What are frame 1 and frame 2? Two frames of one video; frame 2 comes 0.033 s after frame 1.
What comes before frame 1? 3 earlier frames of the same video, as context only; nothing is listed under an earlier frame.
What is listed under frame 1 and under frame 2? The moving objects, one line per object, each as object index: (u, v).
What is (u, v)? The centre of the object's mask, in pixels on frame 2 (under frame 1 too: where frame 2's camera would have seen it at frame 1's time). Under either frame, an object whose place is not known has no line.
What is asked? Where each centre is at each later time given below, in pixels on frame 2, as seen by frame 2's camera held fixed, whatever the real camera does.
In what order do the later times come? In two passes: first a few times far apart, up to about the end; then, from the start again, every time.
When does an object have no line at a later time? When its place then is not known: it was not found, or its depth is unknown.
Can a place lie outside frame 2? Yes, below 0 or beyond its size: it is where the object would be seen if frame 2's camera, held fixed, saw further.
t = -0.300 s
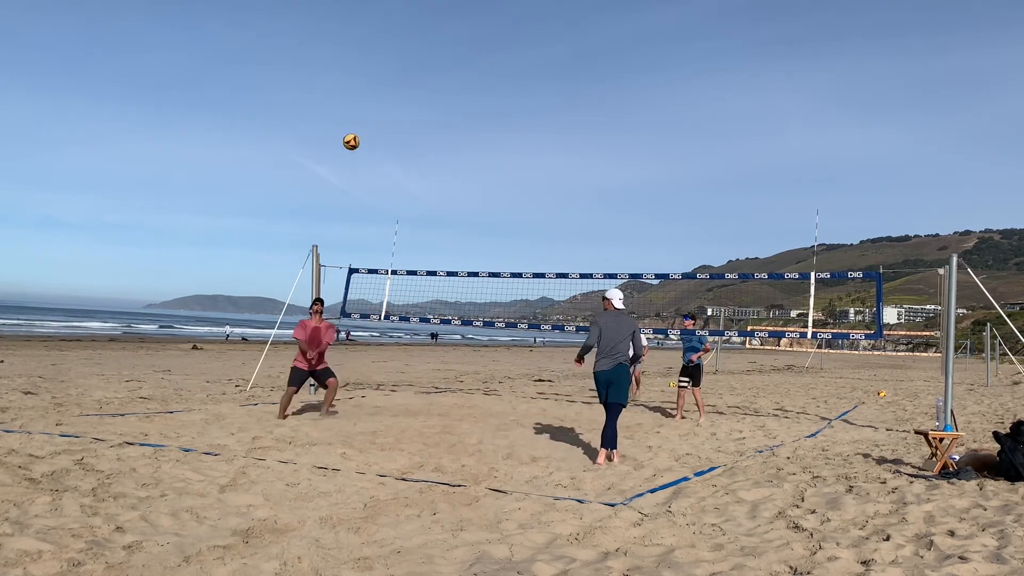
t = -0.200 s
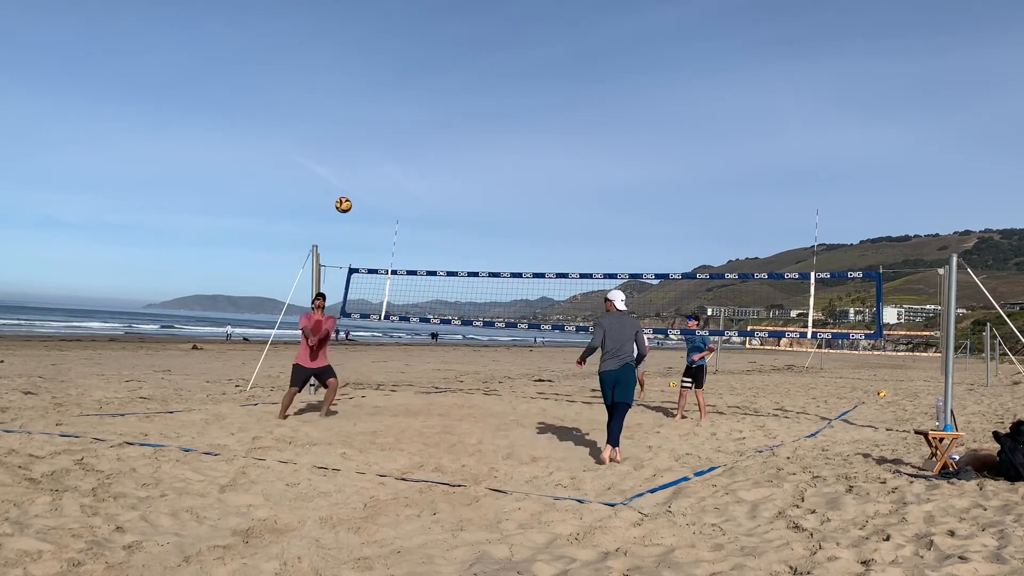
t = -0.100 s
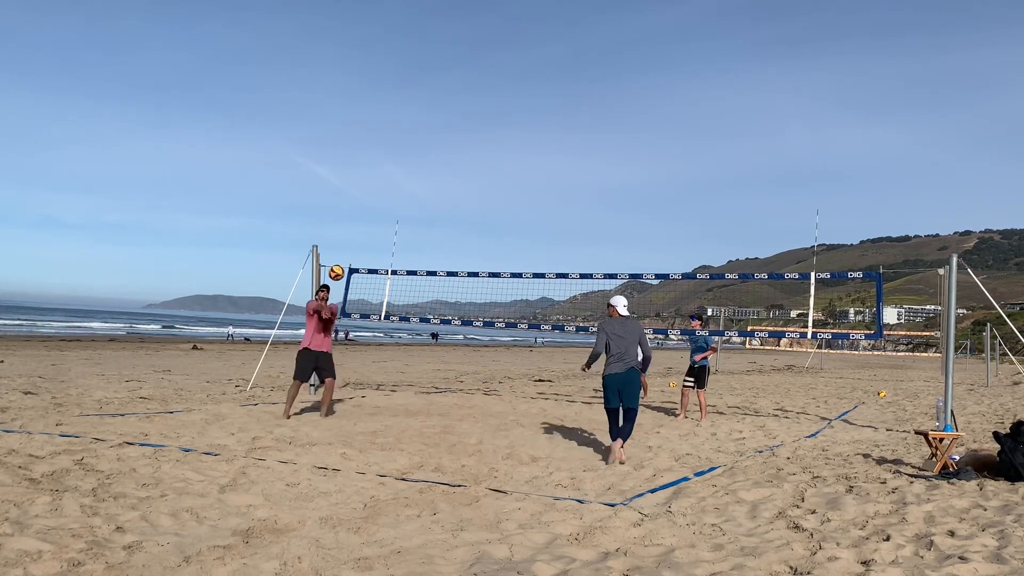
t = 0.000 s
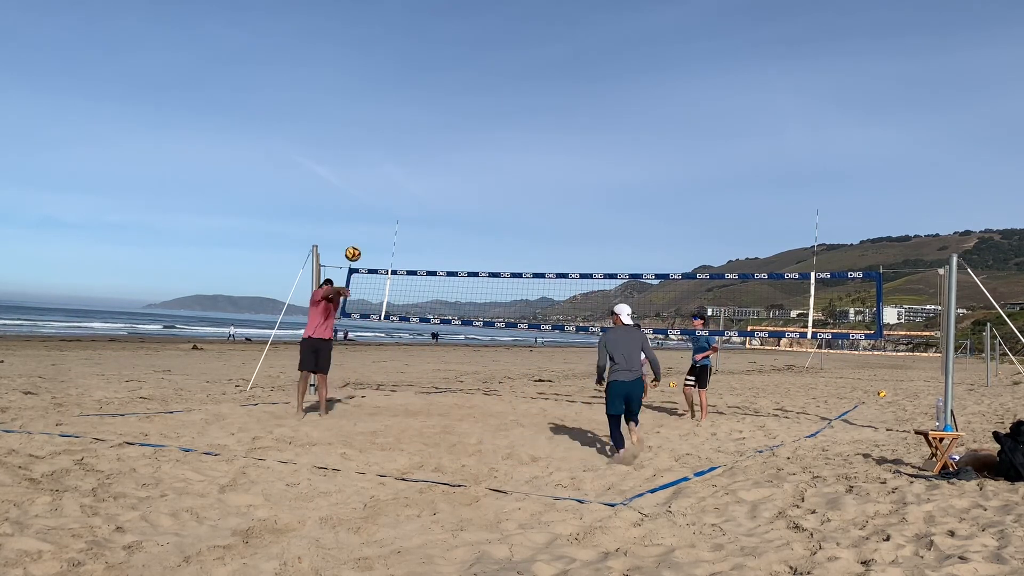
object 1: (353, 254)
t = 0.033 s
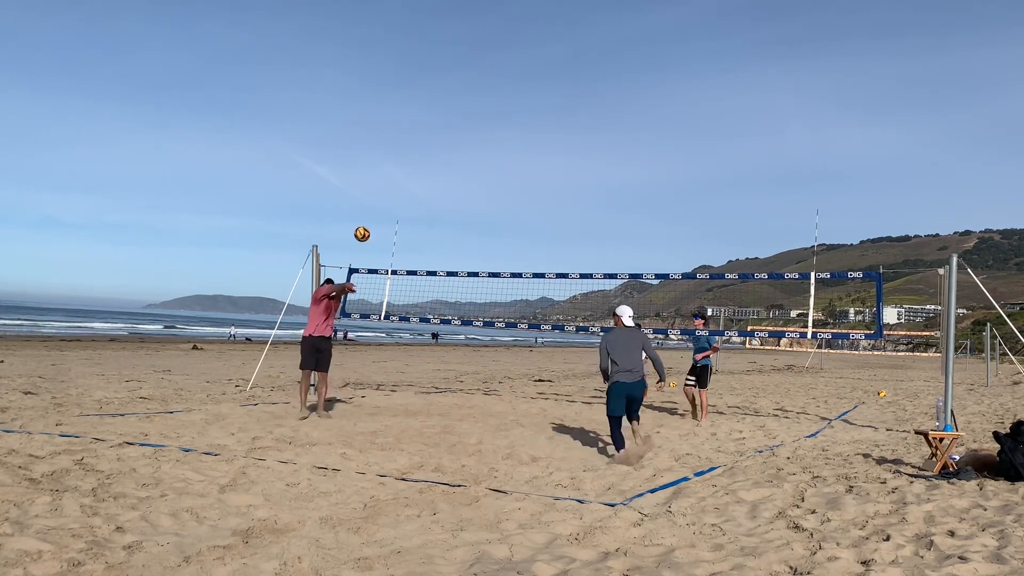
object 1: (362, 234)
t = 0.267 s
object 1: (422, 123)
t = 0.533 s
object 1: (483, 51)
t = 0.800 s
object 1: (538, 31)
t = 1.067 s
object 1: (586, 60)
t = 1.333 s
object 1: (628, 132)
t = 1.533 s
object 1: (654, 211)
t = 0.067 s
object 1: (371, 215)
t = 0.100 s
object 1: (380, 197)
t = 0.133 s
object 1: (388, 181)
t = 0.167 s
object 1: (397, 165)
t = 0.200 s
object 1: (405, 150)
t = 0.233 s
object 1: (414, 136)
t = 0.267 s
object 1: (422, 123)
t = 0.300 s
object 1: (430, 111)
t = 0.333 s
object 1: (438, 100)
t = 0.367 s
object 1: (446, 90)
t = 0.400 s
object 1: (453, 80)
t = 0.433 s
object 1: (461, 71)
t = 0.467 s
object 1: (469, 63)
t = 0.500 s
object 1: (476, 57)
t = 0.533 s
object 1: (483, 51)
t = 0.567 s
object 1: (491, 46)
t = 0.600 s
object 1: (498, 41)
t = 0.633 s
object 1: (505, 38)
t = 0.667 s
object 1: (512, 35)
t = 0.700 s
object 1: (519, 33)
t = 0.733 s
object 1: (525, 31)
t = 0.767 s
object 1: (532, 31)
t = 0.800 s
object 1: (538, 31)
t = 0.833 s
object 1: (545, 32)
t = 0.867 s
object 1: (551, 34)
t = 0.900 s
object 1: (558, 37)
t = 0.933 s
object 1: (563, 40)
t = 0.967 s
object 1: (569, 44)
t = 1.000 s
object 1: (575, 48)
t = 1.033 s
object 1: (581, 54)
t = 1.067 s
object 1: (586, 60)
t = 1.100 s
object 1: (592, 67)
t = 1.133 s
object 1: (598, 74)
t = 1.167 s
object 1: (603, 82)
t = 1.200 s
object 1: (609, 91)
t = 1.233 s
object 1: (614, 100)
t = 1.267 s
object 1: (619, 110)
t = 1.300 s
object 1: (624, 120)
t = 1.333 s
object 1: (628, 132)
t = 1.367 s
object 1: (633, 143)
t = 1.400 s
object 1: (638, 155)
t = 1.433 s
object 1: (642, 168)
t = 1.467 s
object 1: (646, 182)
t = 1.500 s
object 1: (650, 196)
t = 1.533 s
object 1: (654, 211)
